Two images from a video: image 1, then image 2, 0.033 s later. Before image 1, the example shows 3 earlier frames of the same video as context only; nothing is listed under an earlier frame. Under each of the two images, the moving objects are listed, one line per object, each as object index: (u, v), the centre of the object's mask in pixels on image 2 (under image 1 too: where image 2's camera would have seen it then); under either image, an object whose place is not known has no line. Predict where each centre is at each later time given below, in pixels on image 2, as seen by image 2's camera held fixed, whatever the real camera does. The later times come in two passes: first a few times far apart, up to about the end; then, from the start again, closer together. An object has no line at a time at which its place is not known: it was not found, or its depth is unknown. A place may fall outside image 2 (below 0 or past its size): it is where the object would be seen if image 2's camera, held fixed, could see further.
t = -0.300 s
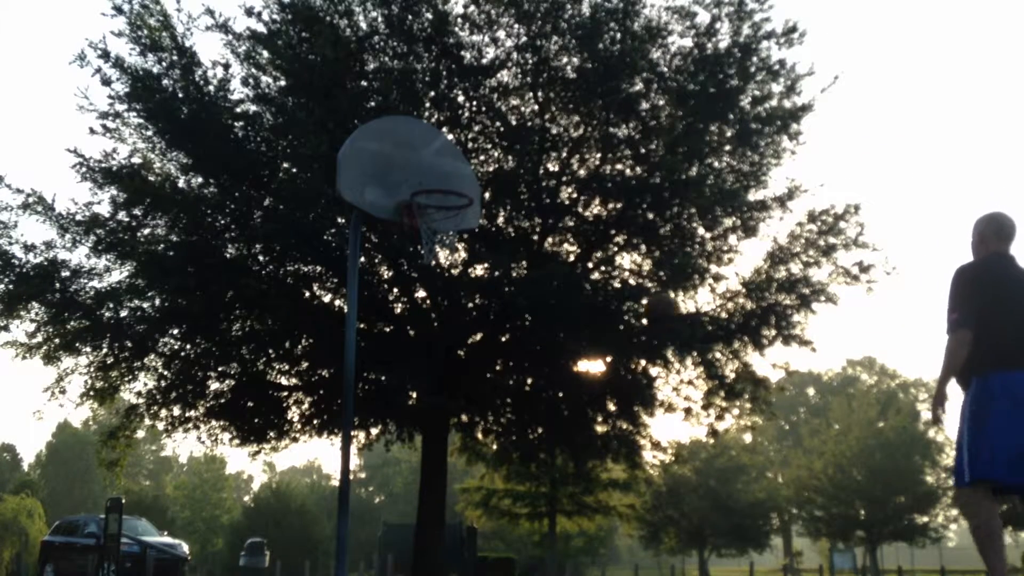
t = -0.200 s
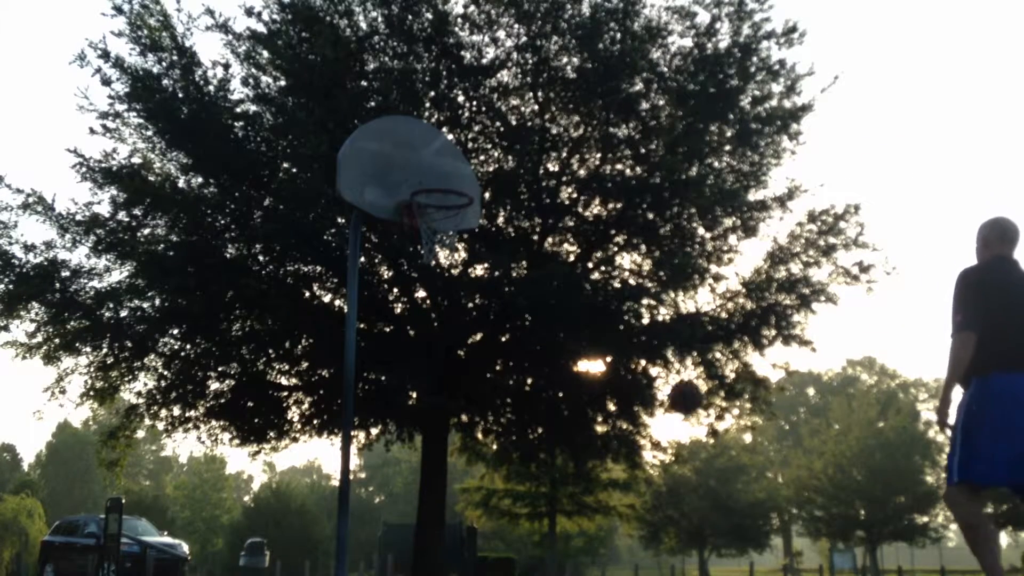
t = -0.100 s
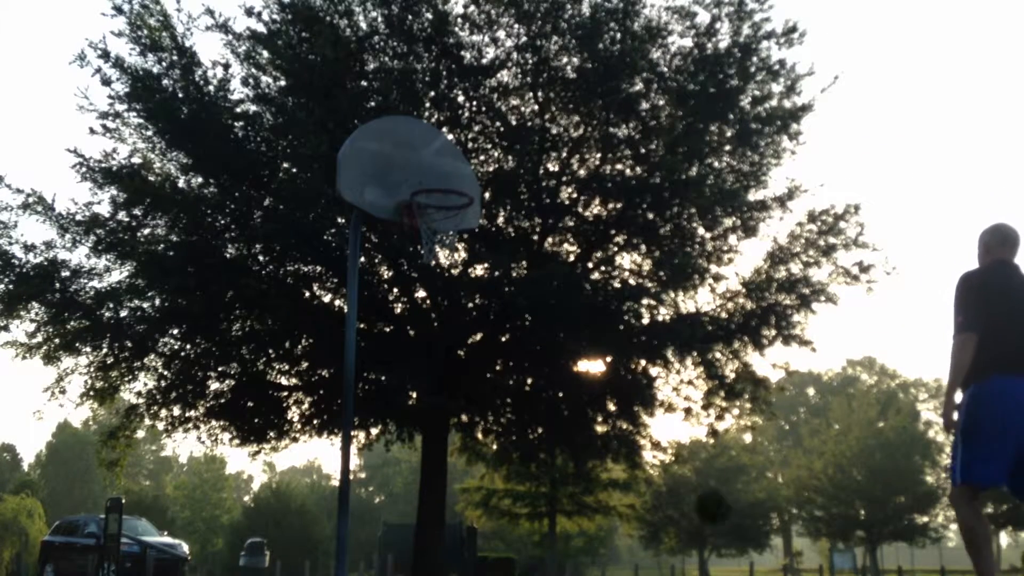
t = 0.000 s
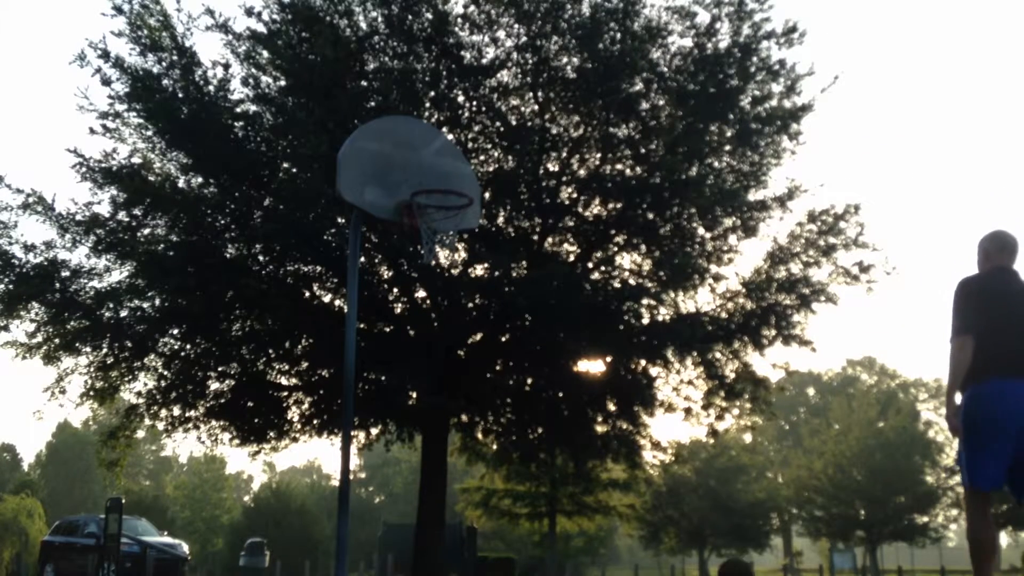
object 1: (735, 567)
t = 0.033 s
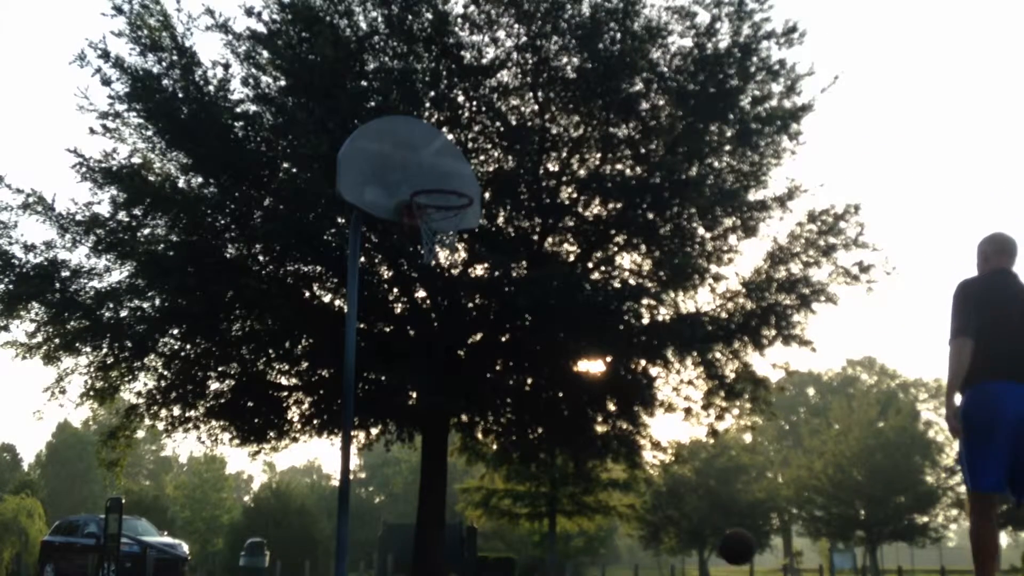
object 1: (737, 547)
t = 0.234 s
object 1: (748, 416)
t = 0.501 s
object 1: (766, 333)
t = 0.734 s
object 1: (788, 345)
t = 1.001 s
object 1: (820, 460)
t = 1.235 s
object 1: (847, 559)
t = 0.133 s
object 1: (741, 474)
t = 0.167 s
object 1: (743, 453)
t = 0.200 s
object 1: (745, 433)
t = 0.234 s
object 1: (748, 416)
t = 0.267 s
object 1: (750, 399)
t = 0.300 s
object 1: (750, 385)
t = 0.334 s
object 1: (754, 374)
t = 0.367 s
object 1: (756, 364)
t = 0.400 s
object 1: (758, 352)
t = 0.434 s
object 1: (761, 343)
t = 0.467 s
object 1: (764, 337)
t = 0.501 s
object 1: (766, 333)
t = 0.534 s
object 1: (769, 331)
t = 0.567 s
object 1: (770, 330)
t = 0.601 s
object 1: (772, 330)
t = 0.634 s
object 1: (779, 330)
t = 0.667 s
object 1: (782, 332)
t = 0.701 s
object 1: (785, 337)
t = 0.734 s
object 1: (788, 345)
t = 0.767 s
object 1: (792, 354)
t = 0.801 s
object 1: (796, 364)
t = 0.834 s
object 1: (800, 376)
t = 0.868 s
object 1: (803, 388)
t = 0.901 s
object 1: (807, 404)
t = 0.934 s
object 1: (811, 421)
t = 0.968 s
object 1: (816, 439)
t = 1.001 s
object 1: (820, 460)
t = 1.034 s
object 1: (824, 484)
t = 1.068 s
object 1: (828, 510)
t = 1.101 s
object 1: (834, 535)
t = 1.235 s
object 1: (847, 559)
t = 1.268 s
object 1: (849, 539)
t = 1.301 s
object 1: (852, 524)
